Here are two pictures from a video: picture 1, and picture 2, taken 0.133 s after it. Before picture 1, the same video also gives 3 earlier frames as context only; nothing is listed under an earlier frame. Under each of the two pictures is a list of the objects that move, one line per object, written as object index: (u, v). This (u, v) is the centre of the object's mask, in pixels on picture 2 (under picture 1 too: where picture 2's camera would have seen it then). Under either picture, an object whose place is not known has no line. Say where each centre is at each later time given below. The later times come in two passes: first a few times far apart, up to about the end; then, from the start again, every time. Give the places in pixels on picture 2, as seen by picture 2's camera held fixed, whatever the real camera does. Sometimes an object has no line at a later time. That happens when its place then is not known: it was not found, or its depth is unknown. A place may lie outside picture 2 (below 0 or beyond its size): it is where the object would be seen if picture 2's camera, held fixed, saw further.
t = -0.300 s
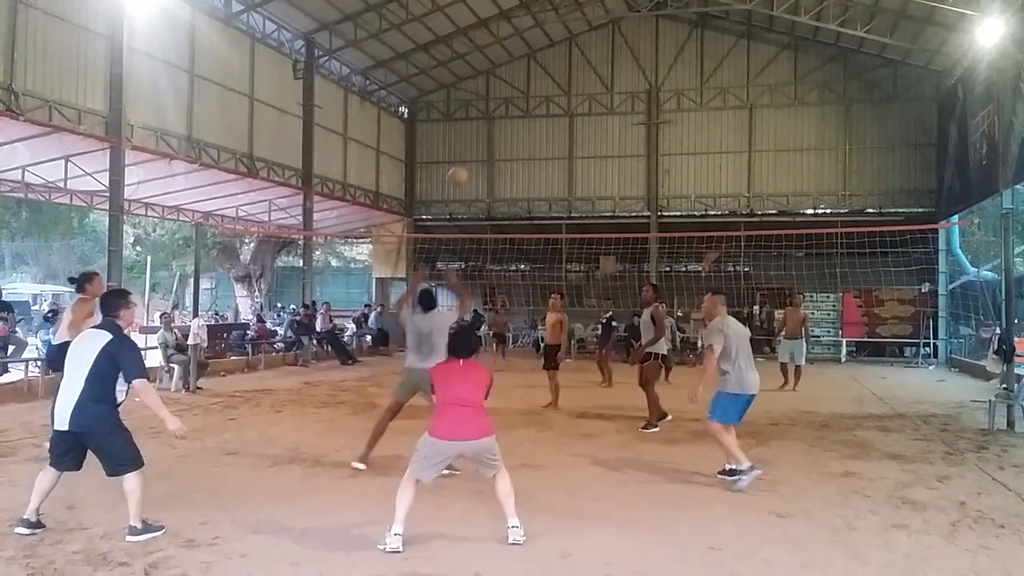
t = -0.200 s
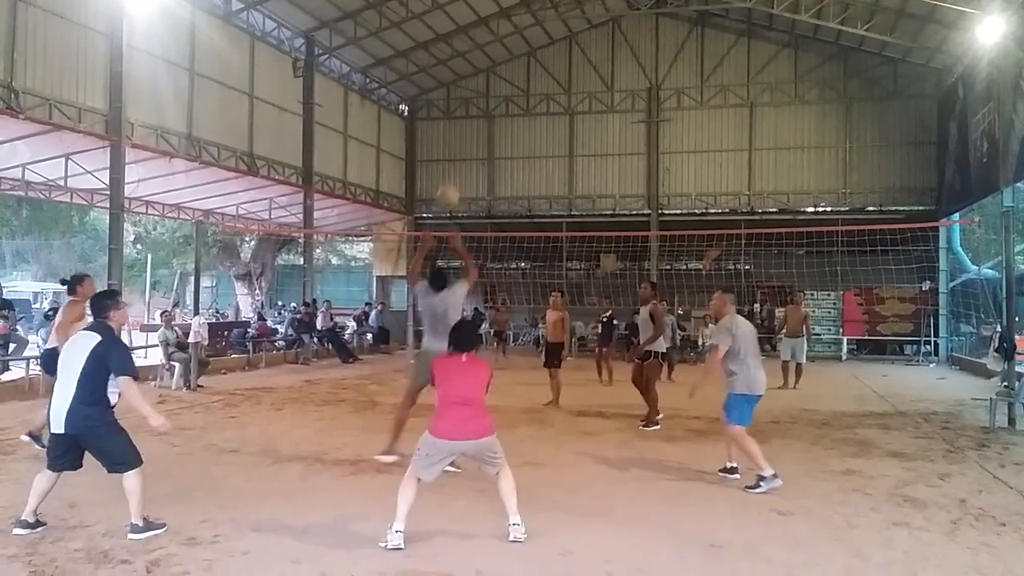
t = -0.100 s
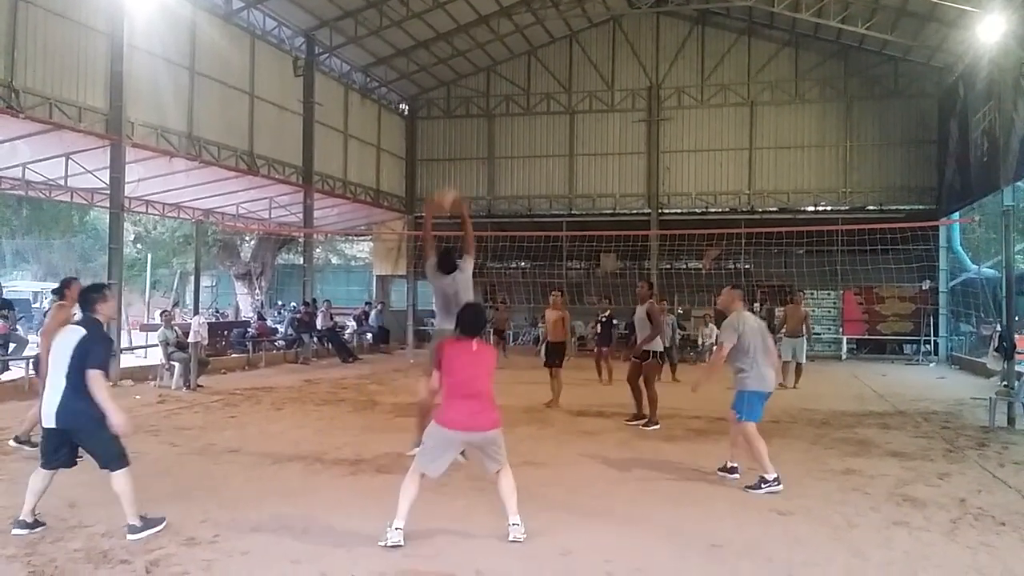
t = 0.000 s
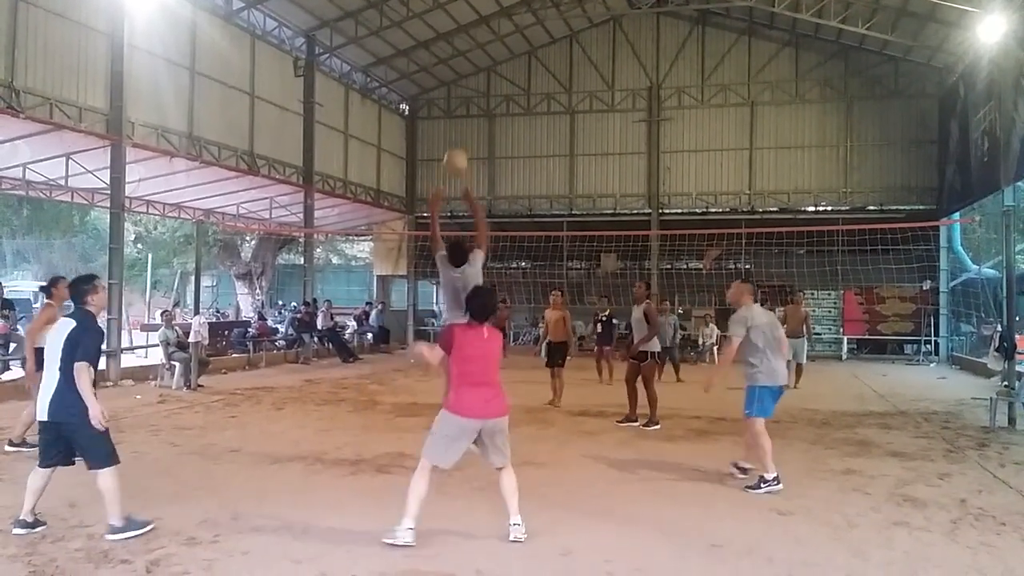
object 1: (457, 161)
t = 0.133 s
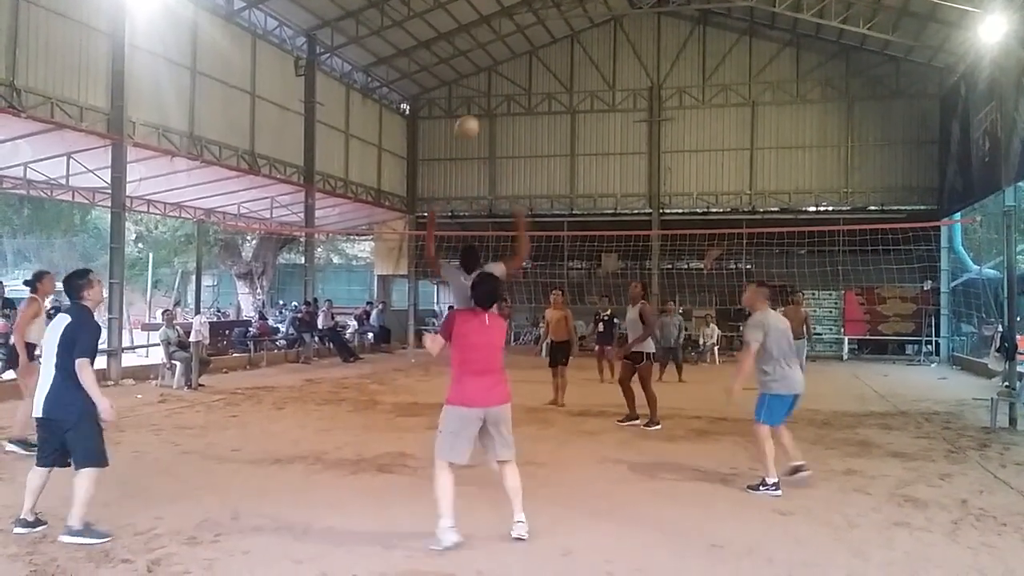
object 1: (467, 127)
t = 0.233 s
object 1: (474, 114)
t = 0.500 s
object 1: (493, 130)
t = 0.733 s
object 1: (506, 196)
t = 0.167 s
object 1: (470, 120)
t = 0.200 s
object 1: (472, 117)
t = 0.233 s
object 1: (474, 114)
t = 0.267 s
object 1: (476, 113)
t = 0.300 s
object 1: (479, 113)
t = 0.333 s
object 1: (482, 113)
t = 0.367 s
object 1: (484, 114)
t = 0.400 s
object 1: (486, 117)
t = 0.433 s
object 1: (488, 119)
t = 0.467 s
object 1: (491, 125)
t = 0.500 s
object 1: (493, 130)
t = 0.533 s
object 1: (495, 137)
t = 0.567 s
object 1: (497, 145)
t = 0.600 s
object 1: (499, 152)
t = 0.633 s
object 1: (501, 163)
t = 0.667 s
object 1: (503, 173)
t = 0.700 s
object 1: (505, 185)
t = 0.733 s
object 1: (506, 196)
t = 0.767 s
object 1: (508, 210)
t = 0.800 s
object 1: (510, 225)
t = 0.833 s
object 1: (512, 240)
